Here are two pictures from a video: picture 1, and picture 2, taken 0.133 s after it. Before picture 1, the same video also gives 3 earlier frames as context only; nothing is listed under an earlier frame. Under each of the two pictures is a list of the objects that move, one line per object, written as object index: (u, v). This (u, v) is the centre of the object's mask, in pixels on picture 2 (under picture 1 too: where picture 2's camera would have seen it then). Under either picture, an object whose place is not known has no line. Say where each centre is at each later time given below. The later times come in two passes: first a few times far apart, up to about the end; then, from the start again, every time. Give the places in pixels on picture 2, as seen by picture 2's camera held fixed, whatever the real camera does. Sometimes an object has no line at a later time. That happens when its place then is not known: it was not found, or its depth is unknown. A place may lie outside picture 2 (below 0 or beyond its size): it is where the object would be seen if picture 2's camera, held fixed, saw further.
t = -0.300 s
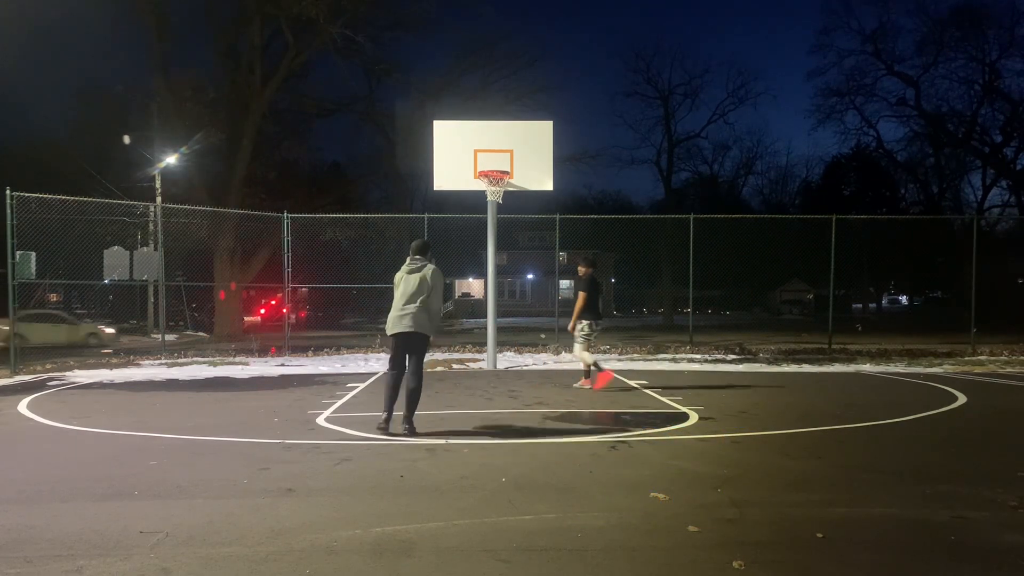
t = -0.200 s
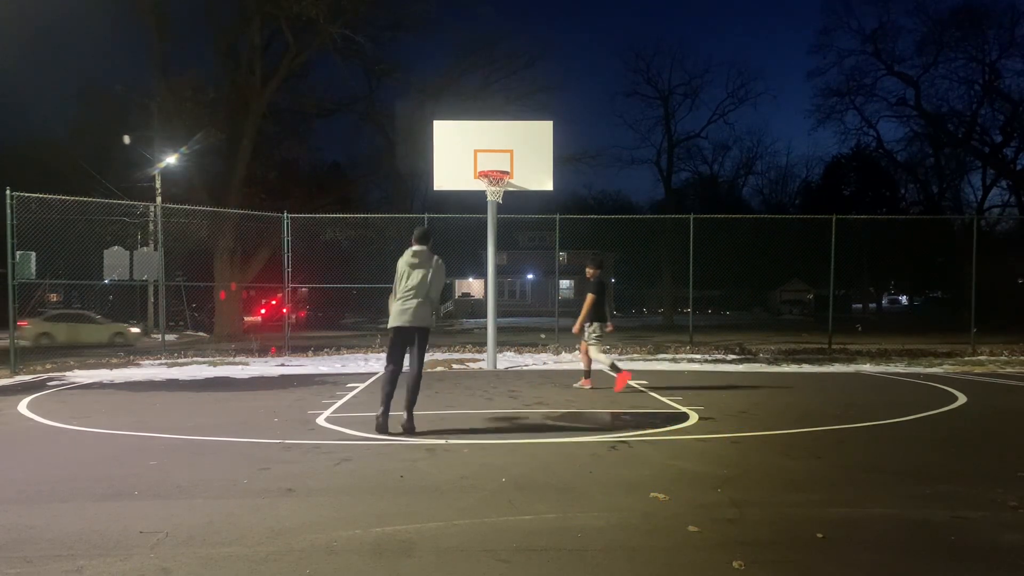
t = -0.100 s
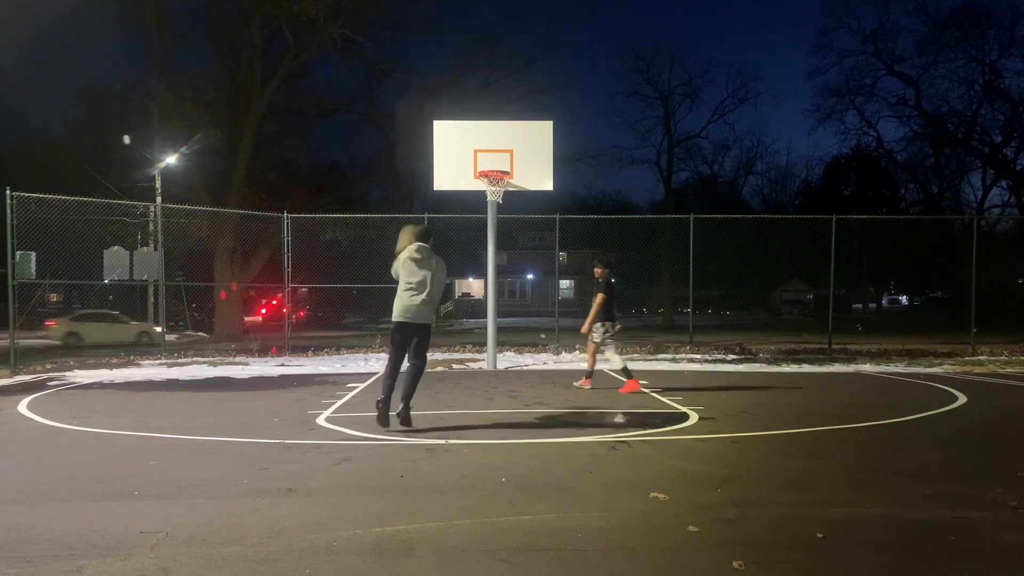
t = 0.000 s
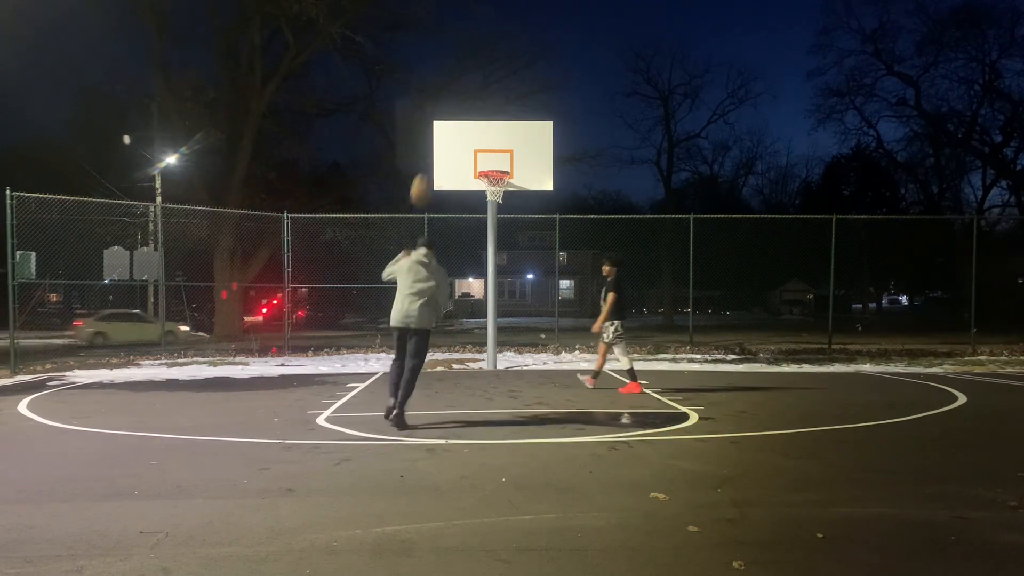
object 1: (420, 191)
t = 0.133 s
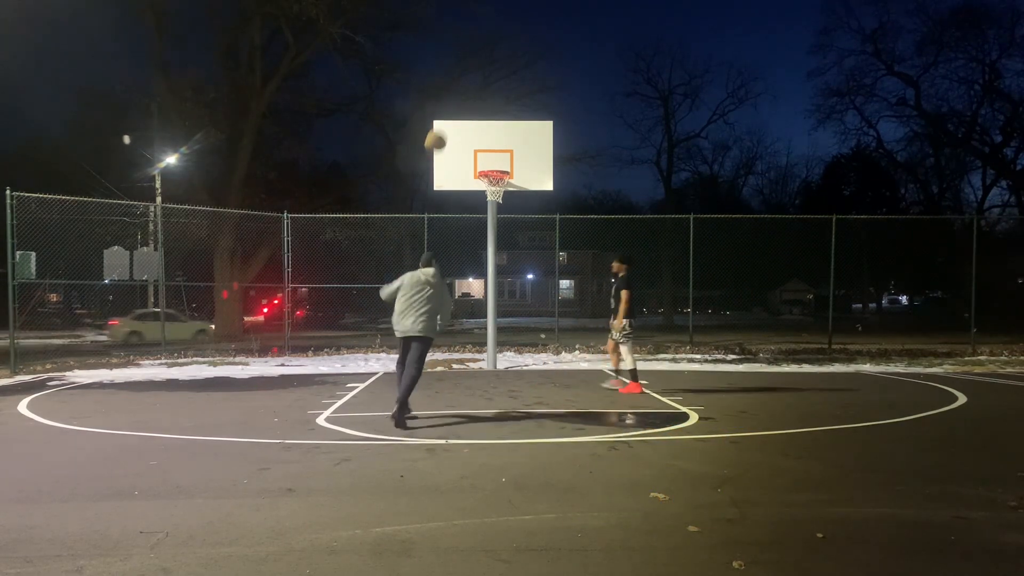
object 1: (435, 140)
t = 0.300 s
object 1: (448, 111)
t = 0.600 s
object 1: (464, 117)
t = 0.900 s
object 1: (479, 140)
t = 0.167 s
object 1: (439, 132)
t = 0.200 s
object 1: (441, 125)
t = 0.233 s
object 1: (444, 119)
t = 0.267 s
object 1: (445, 114)
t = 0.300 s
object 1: (448, 111)
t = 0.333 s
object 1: (451, 109)
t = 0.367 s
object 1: (453, 107)
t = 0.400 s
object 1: (455, 106)
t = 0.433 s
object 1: (457, 106)
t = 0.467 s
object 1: (458, 107)
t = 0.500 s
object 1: (460, 109)
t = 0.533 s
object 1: (461, 110)
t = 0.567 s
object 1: (462, 113)
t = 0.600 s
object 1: (464, 117)
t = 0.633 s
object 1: (465, 121)
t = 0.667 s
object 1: (467, 126)
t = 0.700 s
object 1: (469, 132)
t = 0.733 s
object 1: (470, 134)
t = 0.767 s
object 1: (472, 134)
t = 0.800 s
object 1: (474, 134)
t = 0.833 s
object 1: (475, 136)
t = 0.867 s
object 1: (477, 137)
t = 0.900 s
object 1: (479, 140)
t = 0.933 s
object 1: (481, 144)
